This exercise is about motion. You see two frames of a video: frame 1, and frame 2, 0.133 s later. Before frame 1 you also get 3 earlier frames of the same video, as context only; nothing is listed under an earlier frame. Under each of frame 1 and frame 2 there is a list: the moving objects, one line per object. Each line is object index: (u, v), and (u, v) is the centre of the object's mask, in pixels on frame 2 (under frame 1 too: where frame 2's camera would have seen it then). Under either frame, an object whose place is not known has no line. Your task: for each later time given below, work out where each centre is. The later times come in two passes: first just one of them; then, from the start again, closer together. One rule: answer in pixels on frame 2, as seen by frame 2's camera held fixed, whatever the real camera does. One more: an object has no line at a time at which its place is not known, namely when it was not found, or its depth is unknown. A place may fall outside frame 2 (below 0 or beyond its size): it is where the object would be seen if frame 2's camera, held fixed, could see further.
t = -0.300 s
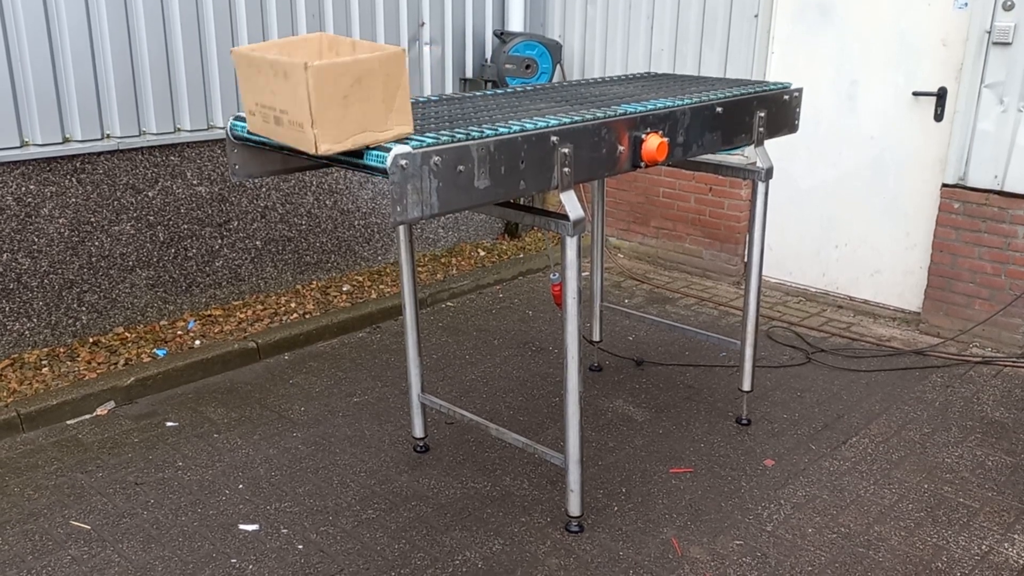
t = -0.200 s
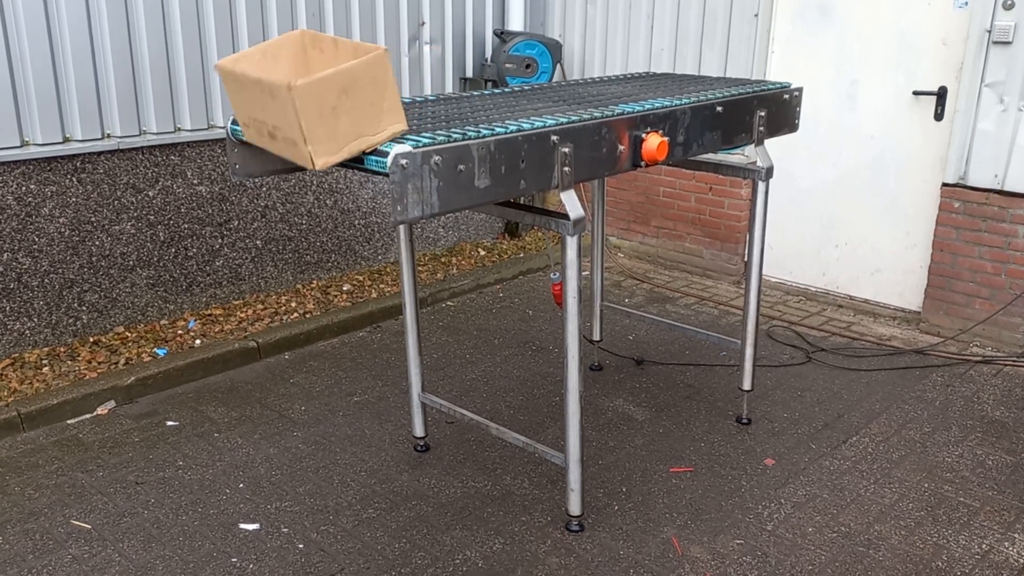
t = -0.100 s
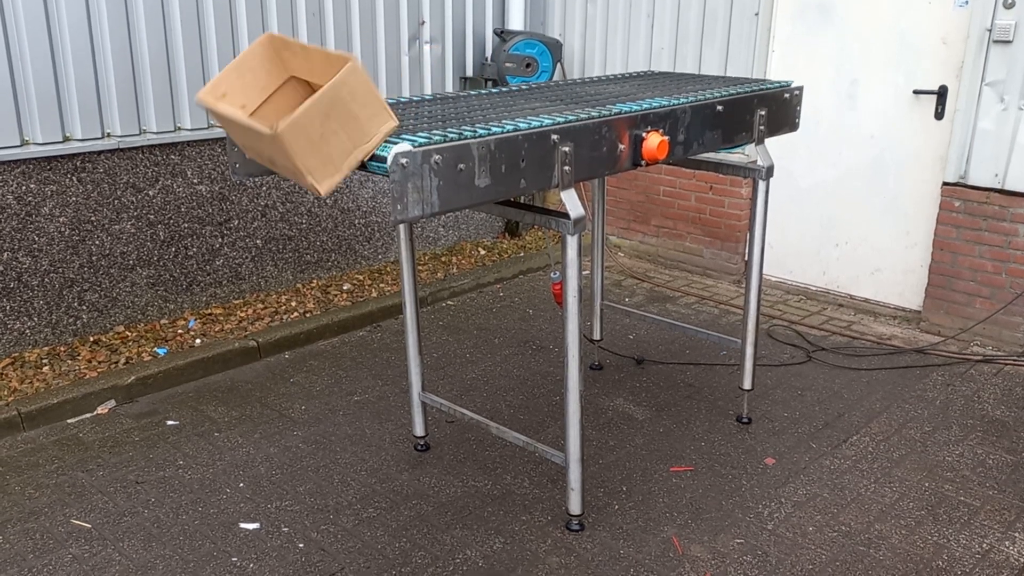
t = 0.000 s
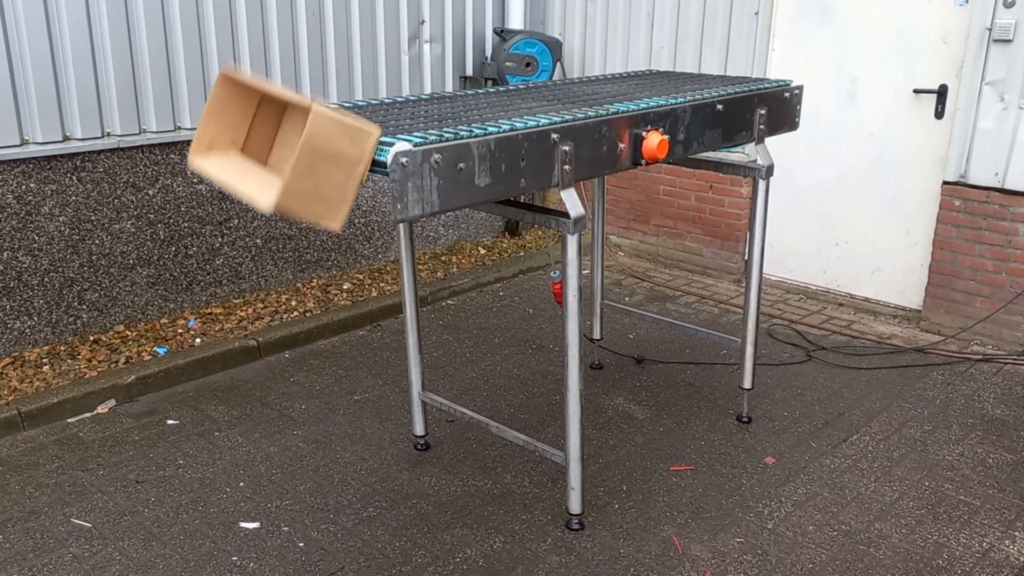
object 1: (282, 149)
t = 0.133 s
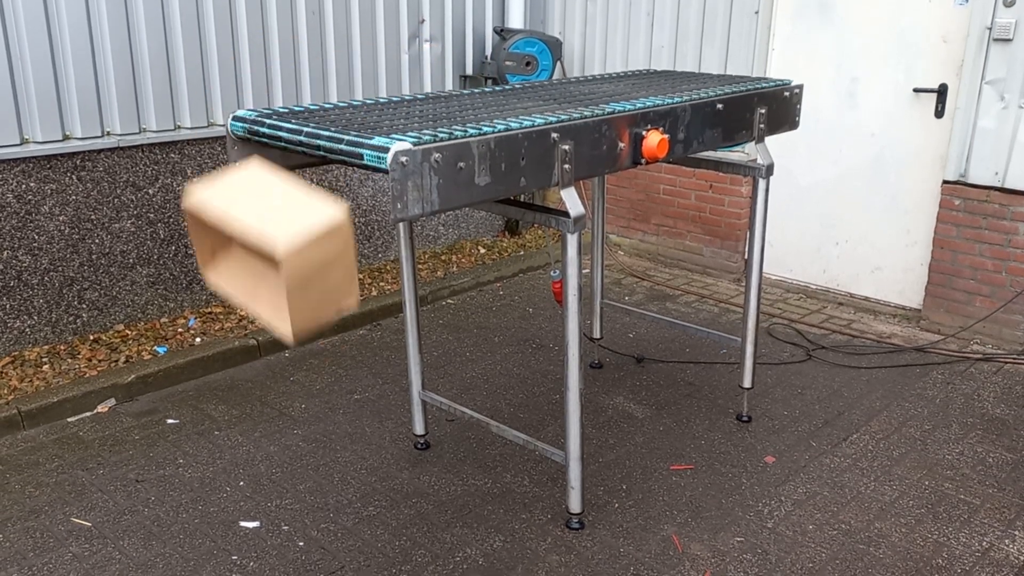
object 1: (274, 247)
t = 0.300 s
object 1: (285, 429)
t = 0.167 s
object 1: (274, 279)
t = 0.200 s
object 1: (276, 312)
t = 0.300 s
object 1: (285, 429)
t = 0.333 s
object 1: (292, 468)
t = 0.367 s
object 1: (298, 503)
